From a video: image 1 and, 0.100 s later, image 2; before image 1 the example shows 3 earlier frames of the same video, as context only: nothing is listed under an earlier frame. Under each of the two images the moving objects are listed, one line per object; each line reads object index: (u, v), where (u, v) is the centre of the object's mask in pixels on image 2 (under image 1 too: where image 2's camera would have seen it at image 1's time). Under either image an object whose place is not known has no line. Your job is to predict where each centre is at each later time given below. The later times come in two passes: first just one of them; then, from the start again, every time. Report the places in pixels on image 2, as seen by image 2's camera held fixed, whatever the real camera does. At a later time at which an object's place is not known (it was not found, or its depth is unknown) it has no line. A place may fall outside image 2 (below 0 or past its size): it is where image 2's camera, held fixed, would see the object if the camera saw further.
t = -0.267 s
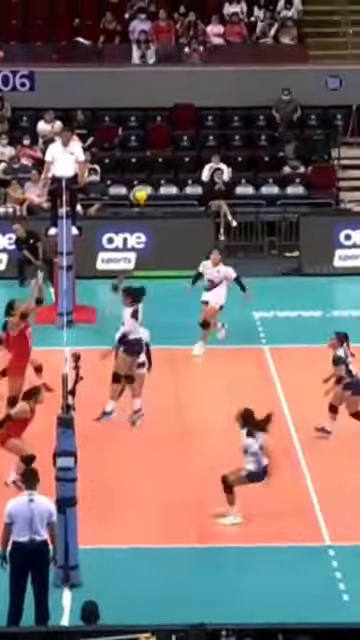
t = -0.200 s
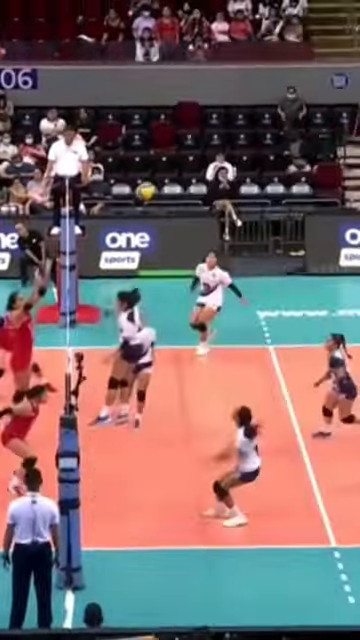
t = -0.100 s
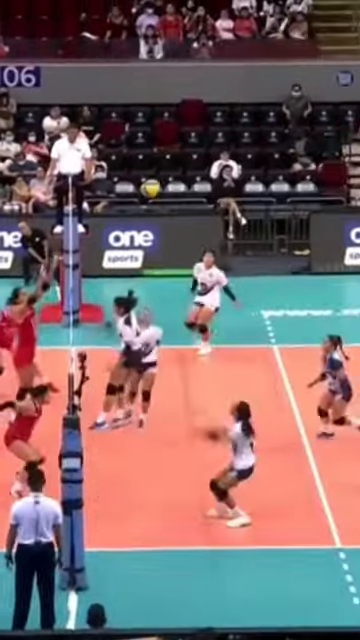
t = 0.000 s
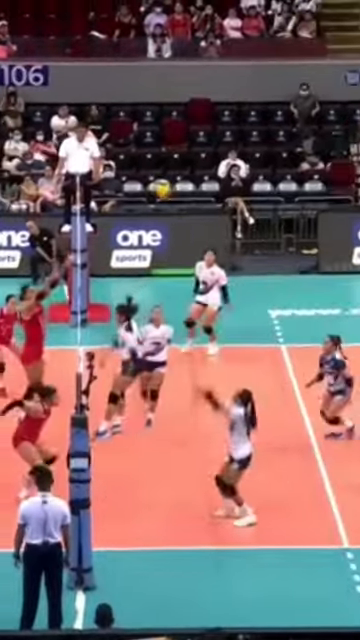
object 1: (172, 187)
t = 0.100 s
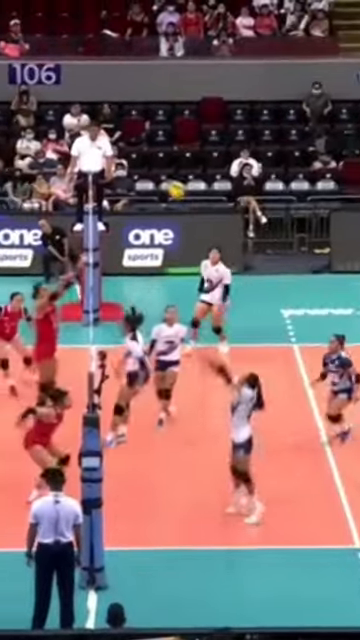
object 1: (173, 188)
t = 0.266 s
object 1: (181, 202)
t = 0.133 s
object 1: (173, 189)
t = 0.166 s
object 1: (174, 190)
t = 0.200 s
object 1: (179, 196)
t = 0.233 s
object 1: (180, 199)
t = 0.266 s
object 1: (181, 202)
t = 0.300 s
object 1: (182, 204)
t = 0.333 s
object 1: (183, 207)
